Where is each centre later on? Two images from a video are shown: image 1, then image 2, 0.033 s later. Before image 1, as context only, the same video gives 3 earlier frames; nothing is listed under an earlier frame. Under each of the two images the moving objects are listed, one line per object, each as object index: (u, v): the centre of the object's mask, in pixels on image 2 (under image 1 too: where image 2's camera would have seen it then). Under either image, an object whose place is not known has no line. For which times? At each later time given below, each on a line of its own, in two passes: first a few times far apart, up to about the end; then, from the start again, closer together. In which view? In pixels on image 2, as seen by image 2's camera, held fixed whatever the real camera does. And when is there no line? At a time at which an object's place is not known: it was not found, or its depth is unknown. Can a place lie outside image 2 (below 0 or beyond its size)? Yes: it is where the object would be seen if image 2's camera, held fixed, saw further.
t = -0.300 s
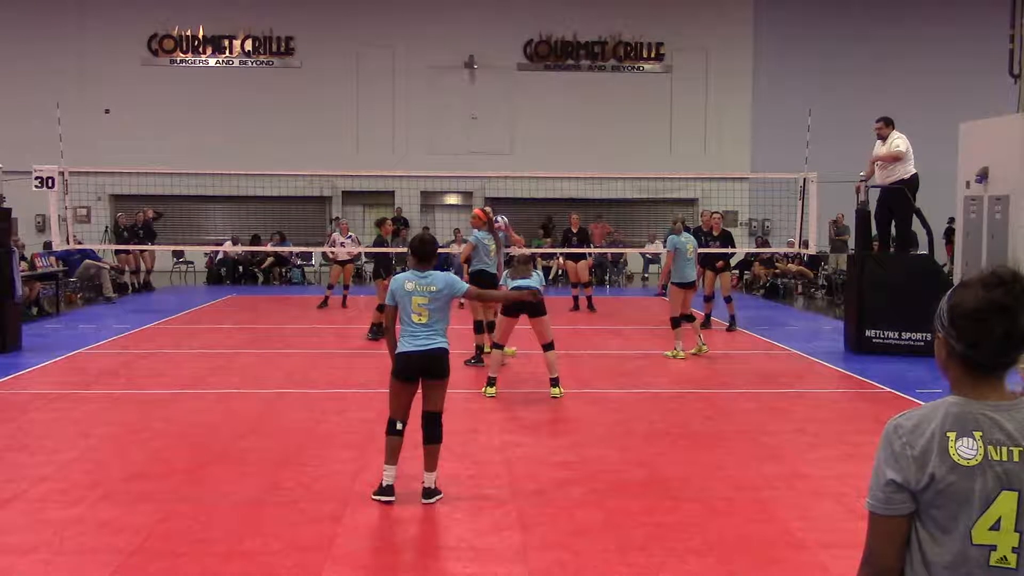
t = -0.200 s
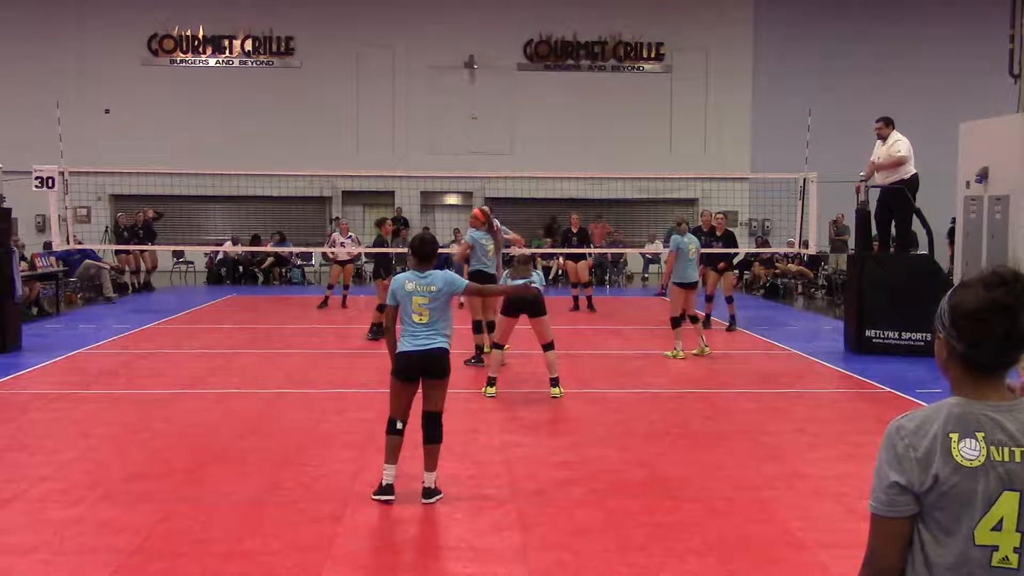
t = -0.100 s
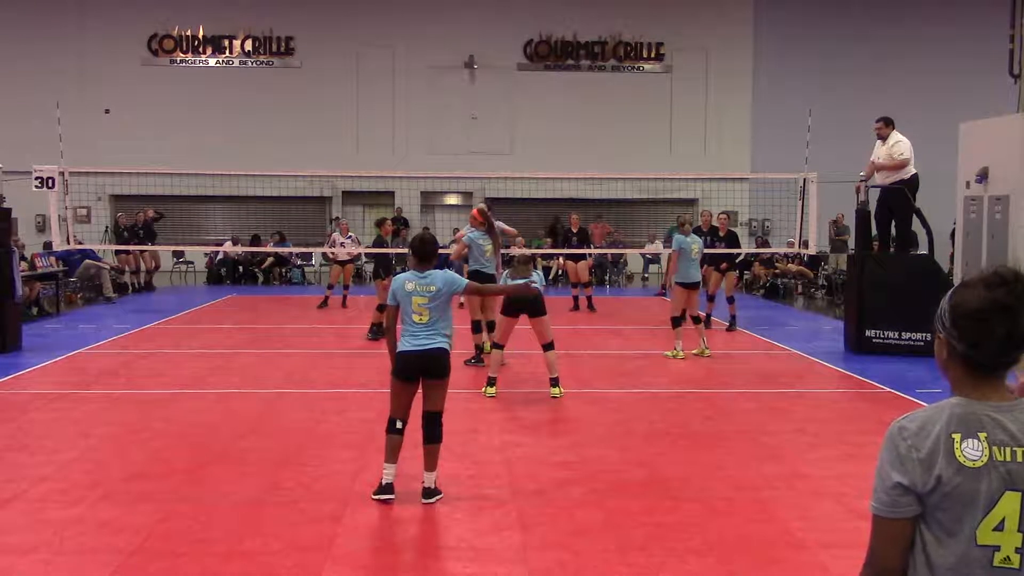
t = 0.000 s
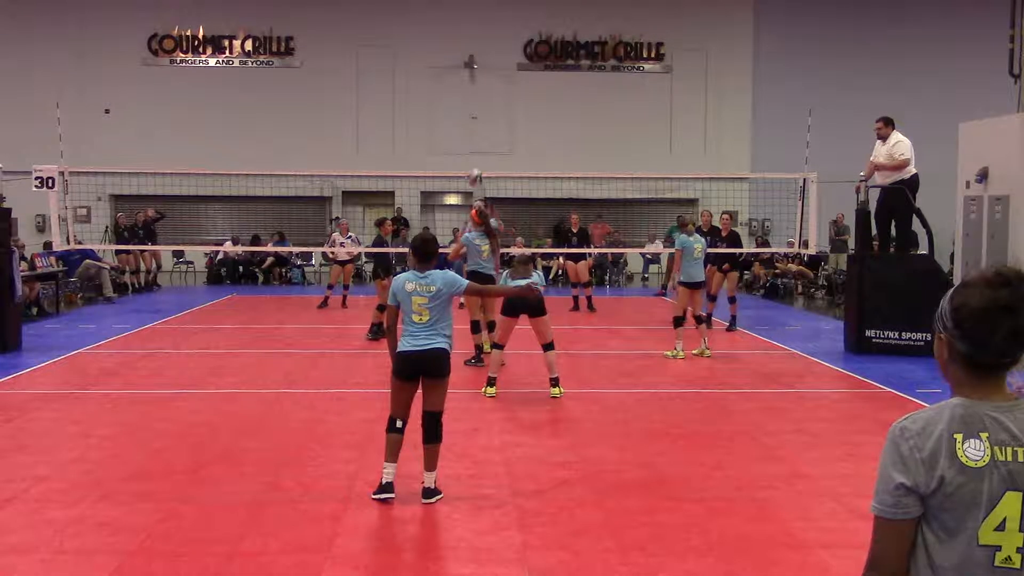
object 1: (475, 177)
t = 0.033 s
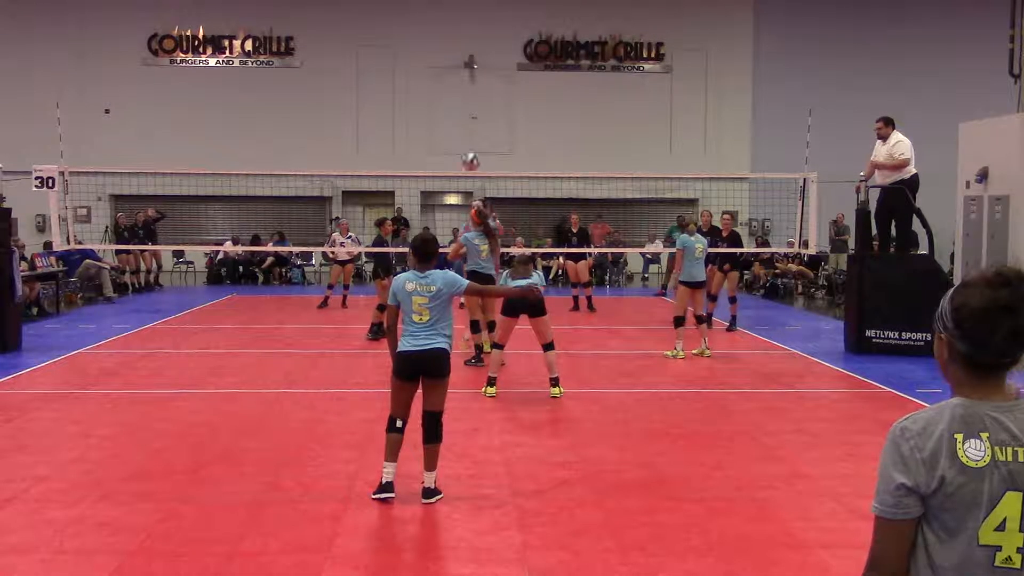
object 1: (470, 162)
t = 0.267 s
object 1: (445, 72)
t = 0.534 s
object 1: (409, 17)
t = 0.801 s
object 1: (366, 33)
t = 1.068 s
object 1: (318, 145)
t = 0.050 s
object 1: (469, 154)
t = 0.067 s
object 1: (468, 146)
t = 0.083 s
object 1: (465, 140)
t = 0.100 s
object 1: (463, 132)
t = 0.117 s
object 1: (461, 125)
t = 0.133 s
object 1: (460, 118)
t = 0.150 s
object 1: (458, 112)
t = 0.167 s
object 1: (456, 106)
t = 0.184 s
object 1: (454, 99)
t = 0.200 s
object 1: (452, 93)
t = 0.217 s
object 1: (450, 88)
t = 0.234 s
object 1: (448, 83)
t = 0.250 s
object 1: (446, 77)
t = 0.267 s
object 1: (445, 72)
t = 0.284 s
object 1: (443, 67)
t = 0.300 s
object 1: (440, 61)
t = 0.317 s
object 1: (439, 57)
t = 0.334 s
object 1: (436, 53)
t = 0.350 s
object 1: (434, 48)
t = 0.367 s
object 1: (432, 44)
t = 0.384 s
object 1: (430, 40)
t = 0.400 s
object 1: (428, 37)
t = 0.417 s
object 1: (425, 34)
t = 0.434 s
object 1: (423, 30)
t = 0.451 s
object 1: (421, 28)
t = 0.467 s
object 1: (419, 25)
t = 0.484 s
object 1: (416, 22)
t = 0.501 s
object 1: (414, 21)
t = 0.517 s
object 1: (412, 19)
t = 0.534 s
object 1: (409, 17)
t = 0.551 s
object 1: (407, 15)
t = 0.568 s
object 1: (405, 14)
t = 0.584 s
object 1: (403, 14)
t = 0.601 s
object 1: (399, 14)
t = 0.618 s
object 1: (396, 14)
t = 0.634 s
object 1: (394, 14)
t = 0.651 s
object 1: (391, 15)
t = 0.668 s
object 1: (388, 15)
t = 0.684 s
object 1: (385, 17)
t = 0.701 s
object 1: (383, 18)
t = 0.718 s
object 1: (380, 20)
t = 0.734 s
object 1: (378, 22)
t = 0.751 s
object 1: (375, 25)
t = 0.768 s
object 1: (372, 27)
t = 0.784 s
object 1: (369, 30)
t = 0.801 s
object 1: (366, 33)
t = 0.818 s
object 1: (363, 36)
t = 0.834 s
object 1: (361, 41)
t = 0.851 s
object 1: (358, 47)
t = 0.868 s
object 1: (355, 53)
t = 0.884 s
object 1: (352, 58)
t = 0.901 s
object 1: (349, 64)
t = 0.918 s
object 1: (346, 70)
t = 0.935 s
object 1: (343, 76)
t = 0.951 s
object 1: (340, 84)
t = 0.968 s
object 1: (337, 91)
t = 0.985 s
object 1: (334, 99)
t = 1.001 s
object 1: (330, 107)
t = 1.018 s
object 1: (327, 116)
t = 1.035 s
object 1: (323, 125)
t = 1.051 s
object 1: (320, 135)
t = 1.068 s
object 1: (318, 145)
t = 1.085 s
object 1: (314, 155)
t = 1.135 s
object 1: (303, 191)
